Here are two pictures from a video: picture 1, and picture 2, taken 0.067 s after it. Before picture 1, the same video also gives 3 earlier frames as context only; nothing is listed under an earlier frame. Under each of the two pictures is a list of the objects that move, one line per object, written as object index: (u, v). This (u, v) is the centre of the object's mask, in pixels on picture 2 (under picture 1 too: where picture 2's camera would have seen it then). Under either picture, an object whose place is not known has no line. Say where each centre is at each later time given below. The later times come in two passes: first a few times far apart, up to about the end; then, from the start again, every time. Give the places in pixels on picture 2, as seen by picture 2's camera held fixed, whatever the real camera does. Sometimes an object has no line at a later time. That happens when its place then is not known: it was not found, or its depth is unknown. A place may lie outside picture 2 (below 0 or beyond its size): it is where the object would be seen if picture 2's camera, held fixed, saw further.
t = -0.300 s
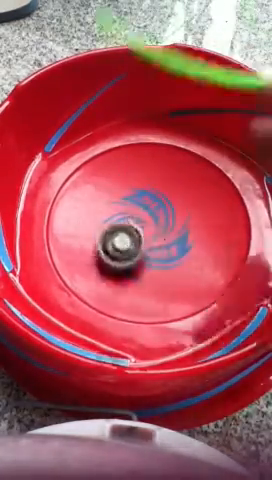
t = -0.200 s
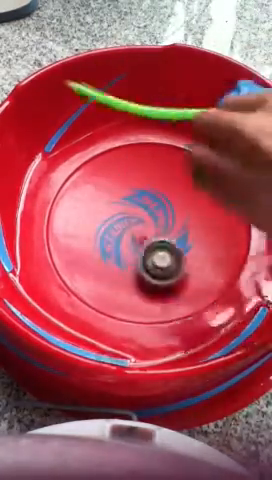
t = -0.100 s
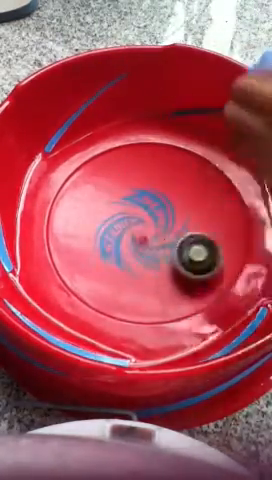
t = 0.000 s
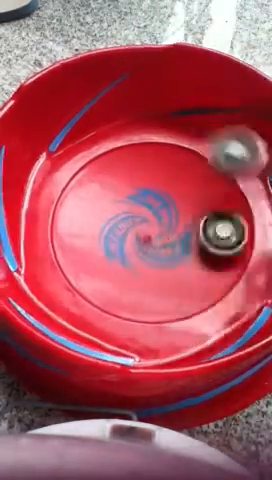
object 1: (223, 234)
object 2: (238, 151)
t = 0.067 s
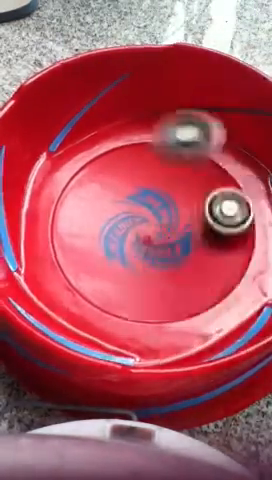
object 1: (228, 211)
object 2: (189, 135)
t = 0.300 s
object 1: (177, 165)
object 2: (71, 213)
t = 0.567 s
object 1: (108, 229)
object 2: (129, 267)
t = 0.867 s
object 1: (126, 146)
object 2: (231, 233)
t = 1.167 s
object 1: (144, 222)
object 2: (132, 151)
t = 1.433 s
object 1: (202, 212)
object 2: (65, 236)
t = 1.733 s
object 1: (186, 161)
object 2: (187, 268)
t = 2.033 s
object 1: (80, 218)
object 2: (199, 147)
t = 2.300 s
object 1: (156, 280)
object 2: (76, 161)
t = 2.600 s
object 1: (231, 208)
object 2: (145, 279)
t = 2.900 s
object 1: (120, 191)
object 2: (238, 172)
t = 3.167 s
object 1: (128, 280)
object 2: (105, 156)
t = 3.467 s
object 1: (225, 241)
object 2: (162, 280)
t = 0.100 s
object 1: (227, 202)
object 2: (160, 144)
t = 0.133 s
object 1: (223, 193)
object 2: (133, 164)
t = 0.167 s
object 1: (217, 184)
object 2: (105, 191)
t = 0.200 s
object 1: (208, 177)
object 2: (84, 215)
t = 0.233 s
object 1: (198, 171)
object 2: (80, 205)
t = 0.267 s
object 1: (188, 167)
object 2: (74, 206)
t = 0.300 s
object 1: (177, 165)
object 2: (71, 213)
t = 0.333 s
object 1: (165, 165)
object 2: (71, 225)
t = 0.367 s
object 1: (153, 167)
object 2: (71, 240)
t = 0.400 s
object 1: (140, 174)
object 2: (76, 238)
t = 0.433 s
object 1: (130, 180)
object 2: (84, 243)
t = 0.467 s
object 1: (121, 190)
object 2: (96, 249)
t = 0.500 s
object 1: (115, 203)
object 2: (105, 263)
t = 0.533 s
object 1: (110, 216)
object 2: (118, 262)
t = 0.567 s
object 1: (108, 229)
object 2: (129, 267)
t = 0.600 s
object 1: (110, 214)
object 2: (146, 314)
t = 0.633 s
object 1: (112, 188)
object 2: (167, 332)
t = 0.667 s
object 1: (115, 170)
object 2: (185, 317)
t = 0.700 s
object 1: (118, 156)
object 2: (197, 296)
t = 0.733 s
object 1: (121, 146)
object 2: (213, 279)
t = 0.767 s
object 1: (124, 140)
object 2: (223, 267)
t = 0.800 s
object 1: (125, 138)
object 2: (232, 262)
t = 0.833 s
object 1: (126, 141)
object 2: (236, 262)
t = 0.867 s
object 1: (126, 146)
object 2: (231, 233)
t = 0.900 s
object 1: (125, 154)
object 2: (225, 209)
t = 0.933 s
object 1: (123, 163)
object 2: (217, 190)
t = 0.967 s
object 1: (121, 172)
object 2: (208, 180)
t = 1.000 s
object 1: (121, 181)
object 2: (199, 176)
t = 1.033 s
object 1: (121, 191)
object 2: (187, 162)
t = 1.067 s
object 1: (123, 200)
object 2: (174, 154)
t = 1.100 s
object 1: (129, 208)
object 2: (160, 155)
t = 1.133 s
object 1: (135, 214)
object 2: (145, 151)
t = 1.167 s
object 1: (144, 222)
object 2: (132, 151)
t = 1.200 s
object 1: (155, 224)
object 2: (118, 154)
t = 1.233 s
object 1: (167, 225)
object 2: (103, 157)
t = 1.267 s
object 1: (176, 225)
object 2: (87, 164)
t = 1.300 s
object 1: (184, 224)
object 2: (72, 170)
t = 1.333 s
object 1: (190, 223)
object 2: (59, 181)
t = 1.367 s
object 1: (195, 220)
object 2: (54, 199)
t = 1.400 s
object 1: (199, 216)
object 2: (58, 217)
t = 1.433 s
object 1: (202, 212)
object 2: (65, 236)
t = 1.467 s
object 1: (206, 206)
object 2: (71, 253)
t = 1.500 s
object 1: (208, 200)
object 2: (78, 269)
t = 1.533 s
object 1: (209, 193)
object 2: (89, 281)
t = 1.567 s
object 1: (209, 186)
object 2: (103, 291)
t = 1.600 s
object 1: (208, 179)
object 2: (122, 297)
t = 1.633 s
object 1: (205, 172)
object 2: (141, 297)
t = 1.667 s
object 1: (200, 167)
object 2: (158, 292)
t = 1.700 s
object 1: (194, 163)
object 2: (174, 282)
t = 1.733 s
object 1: (186, 161)
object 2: (187, 268)
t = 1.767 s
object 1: (178, 161)
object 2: (198, 252)
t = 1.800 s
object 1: (168, 162)
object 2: (203, 233)
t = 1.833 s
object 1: (158, 166)
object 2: (204, 215)
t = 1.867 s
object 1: (149, 174)
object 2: (201, 198)
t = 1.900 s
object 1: (132, 182)
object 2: (201, 182)
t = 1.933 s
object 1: (113, 188)
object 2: (206, 171)
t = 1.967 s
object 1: (95, 197)
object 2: (207, 162)
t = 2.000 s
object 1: (85, 207)
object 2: (205, 154)
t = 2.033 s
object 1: (80, 218)
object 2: (199, 147)
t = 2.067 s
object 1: (80, 229)
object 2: (191, 139)
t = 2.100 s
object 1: (83, 239)
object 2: (178, 134)
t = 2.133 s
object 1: (90, 248)
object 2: (162, 132)
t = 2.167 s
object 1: (100, 257)
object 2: (145, 131)
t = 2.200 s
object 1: (111, 265)
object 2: (127, 133)
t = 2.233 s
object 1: (124, 273)
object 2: (109, 139)
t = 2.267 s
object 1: (139, 277)
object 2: (92, 149)
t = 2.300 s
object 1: (156, 280)
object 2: (76, 161)
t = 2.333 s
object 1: (171, 280)
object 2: (66, 175)
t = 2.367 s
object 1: (186, 279)
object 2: (59, 194)
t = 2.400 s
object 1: (199, 274)
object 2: (59, 211)
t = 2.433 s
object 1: (214, 266)
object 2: (65, 229)
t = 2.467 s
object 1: (223, 256)
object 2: (73, 242)
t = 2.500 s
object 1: (231, 245)
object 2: (88, 256)
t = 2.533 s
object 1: (234, 233)
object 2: (105, 267)
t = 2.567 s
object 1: (234, 220)
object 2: (124, 274)
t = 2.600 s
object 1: (231, 208)
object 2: (145, 279)
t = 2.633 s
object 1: (224, 196)
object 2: (166, 278)
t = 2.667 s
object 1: (215, 186)
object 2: (185, 270)
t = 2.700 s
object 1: (203, 178)
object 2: (202, 263)
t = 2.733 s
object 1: (190, 173)
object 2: (218, 251)
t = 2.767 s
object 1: (175, 170)
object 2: (232, 236)
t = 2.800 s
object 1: (160, 171)
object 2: (241, 221)
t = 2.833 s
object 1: (145, 175)
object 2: (246, 204)
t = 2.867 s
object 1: (133, 181)
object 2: (247, 186)
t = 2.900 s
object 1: (120, 191)
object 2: (238, 172)
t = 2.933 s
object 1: (111, 203)
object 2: (222, 158)
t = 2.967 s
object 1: (104, 213)
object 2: (207, 148)
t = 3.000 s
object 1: (101, 225)
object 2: (194, 140)
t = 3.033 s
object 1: (101, 238)
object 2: (170, 133)
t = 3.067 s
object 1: (104, 250)
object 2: (154, 132)
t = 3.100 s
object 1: (108, 263)
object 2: (135, 136)
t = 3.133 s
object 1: (117, 272)
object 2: (119, 144)
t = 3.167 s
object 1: (128, 280)
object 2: (105, 156)
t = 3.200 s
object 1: (140, 286)
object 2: (94, 173)
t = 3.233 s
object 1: (154, 290)
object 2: (88, 189)
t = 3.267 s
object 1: (167, 290)
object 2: (88, 207)
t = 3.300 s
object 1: (181, 288)
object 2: (92, 223)
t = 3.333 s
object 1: (194, 282)
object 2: (100, 239)
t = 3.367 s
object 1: (205, 274)
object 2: (111, 253)
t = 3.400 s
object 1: (215, 264)
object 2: (125, 265)
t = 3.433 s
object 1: (221, 253)
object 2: (142, 274)
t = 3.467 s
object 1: (225, 241)
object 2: (162, 280)
